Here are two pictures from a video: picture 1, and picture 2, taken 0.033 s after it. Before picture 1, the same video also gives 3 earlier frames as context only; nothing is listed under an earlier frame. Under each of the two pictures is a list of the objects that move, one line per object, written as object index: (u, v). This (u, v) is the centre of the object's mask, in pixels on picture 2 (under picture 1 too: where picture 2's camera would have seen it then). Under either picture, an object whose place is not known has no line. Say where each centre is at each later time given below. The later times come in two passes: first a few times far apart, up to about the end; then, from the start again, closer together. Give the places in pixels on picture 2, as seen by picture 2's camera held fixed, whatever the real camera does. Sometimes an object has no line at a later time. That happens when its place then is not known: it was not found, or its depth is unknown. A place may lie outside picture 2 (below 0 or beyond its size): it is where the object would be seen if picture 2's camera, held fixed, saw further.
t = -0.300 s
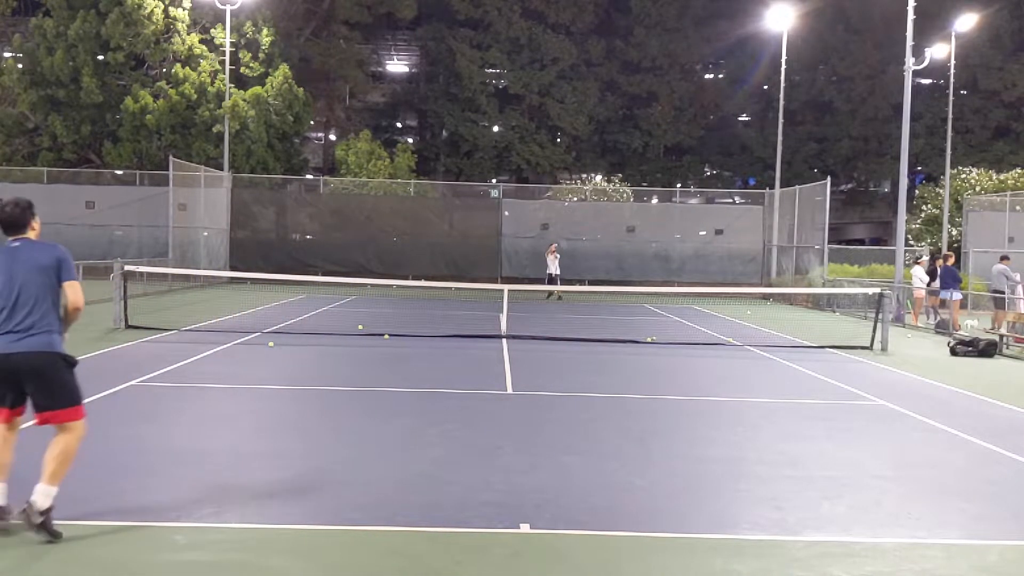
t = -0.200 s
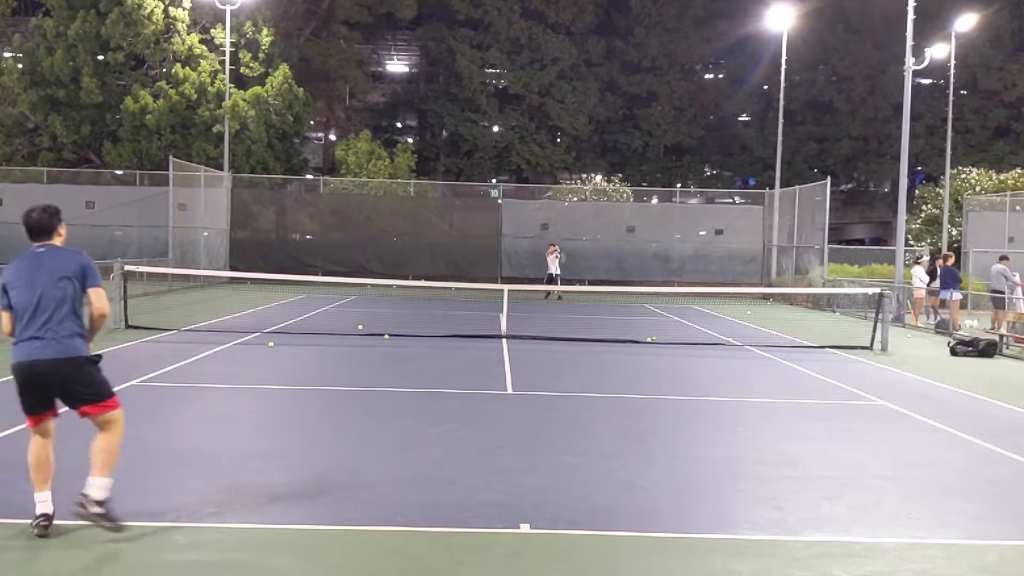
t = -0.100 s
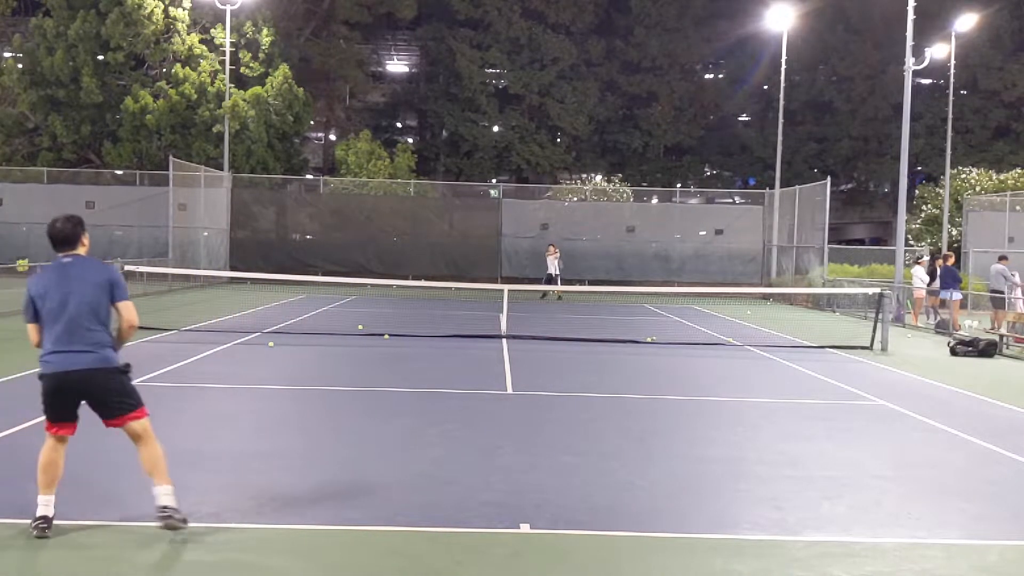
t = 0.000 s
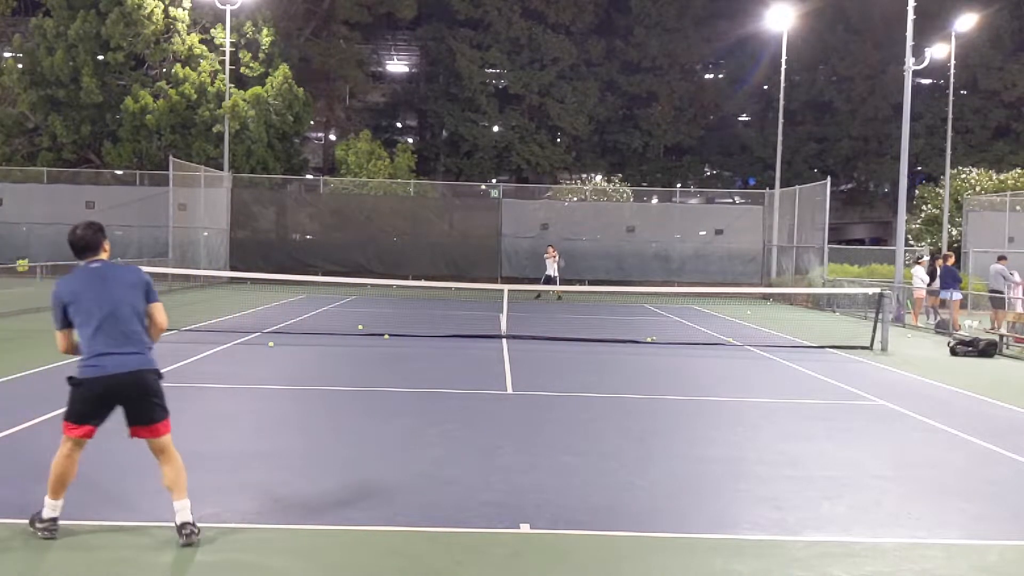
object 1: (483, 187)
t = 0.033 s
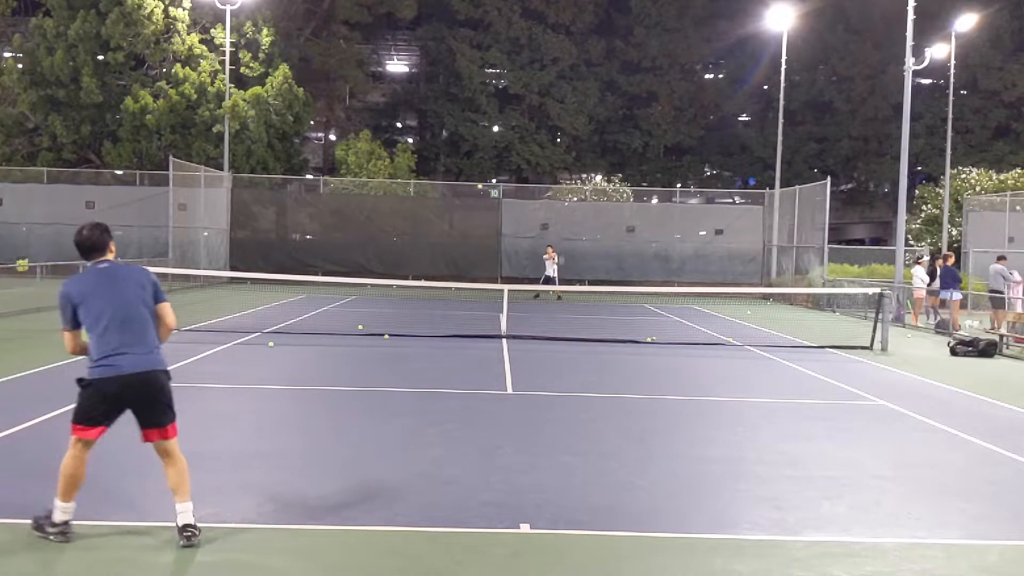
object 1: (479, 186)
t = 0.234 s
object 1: (456, 195)
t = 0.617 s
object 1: (383, 310)
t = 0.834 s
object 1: (332, 363)
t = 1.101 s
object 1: (288, 286)
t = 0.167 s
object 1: (465, 189)
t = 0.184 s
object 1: (463, 190)
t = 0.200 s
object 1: (461, 192)
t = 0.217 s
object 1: (458, 193)
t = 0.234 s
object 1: (456, 195)
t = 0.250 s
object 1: (454, 197)
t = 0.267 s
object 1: (451, 199)
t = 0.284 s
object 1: (449, 201)
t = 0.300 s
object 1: (447, 204)
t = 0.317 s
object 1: (444, 206)
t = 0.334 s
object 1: (441, 210)
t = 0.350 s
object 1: (439, 213)
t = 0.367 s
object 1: (436, 217)
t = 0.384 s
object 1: (433, 220)
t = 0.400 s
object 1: (430, 224)
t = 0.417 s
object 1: (427, 229)
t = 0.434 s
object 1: (424, 233)
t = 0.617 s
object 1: (383, 310)
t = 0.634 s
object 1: (379, 320)
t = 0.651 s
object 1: (374, 330)
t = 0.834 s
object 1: (332, 363)
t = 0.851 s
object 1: (330, 357)
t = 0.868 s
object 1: (328, 351)
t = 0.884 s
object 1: (325, 345)
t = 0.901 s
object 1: (323, 339)
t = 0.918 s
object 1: (320, 333)
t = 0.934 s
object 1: (318, 328)
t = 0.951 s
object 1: (315, 322)
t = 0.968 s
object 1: (312, 318)
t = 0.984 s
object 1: (309, 312)
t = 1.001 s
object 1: (306, 308)
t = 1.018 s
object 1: (303, 303)
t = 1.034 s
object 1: (301, 300)
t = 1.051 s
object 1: (298, 296)
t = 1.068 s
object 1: (295, 293)
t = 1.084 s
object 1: (291, 289)
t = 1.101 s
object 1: (288, 286)
